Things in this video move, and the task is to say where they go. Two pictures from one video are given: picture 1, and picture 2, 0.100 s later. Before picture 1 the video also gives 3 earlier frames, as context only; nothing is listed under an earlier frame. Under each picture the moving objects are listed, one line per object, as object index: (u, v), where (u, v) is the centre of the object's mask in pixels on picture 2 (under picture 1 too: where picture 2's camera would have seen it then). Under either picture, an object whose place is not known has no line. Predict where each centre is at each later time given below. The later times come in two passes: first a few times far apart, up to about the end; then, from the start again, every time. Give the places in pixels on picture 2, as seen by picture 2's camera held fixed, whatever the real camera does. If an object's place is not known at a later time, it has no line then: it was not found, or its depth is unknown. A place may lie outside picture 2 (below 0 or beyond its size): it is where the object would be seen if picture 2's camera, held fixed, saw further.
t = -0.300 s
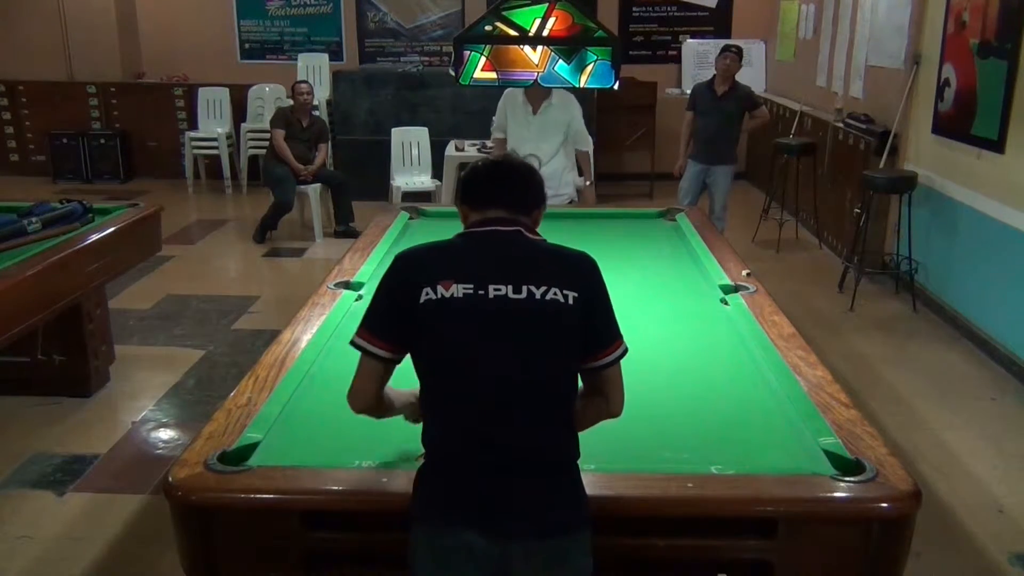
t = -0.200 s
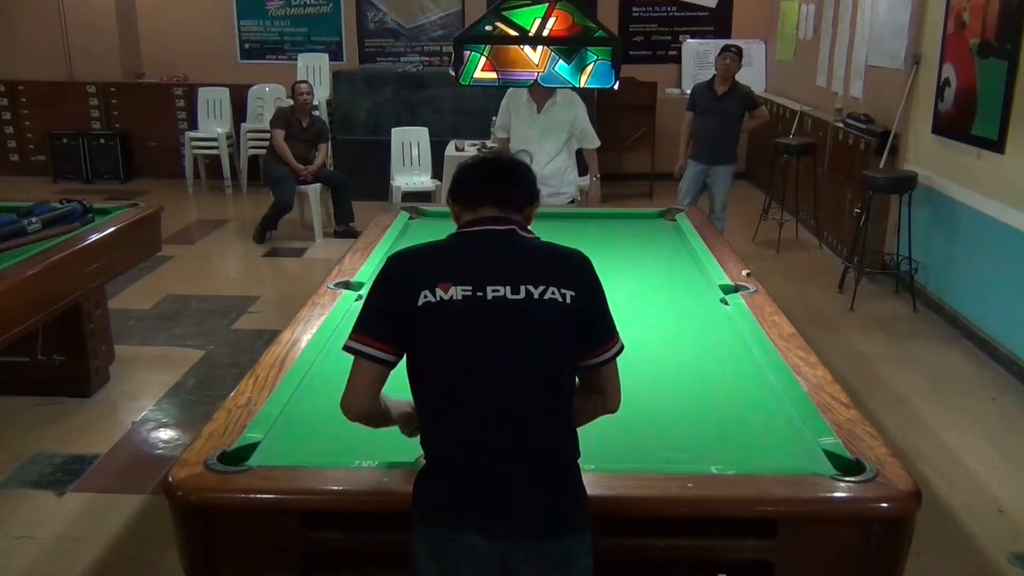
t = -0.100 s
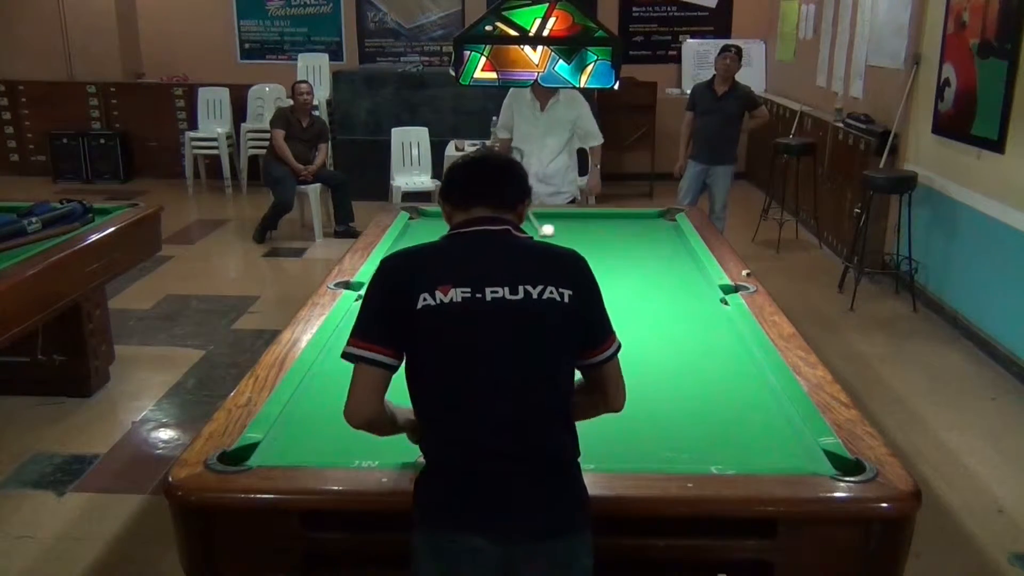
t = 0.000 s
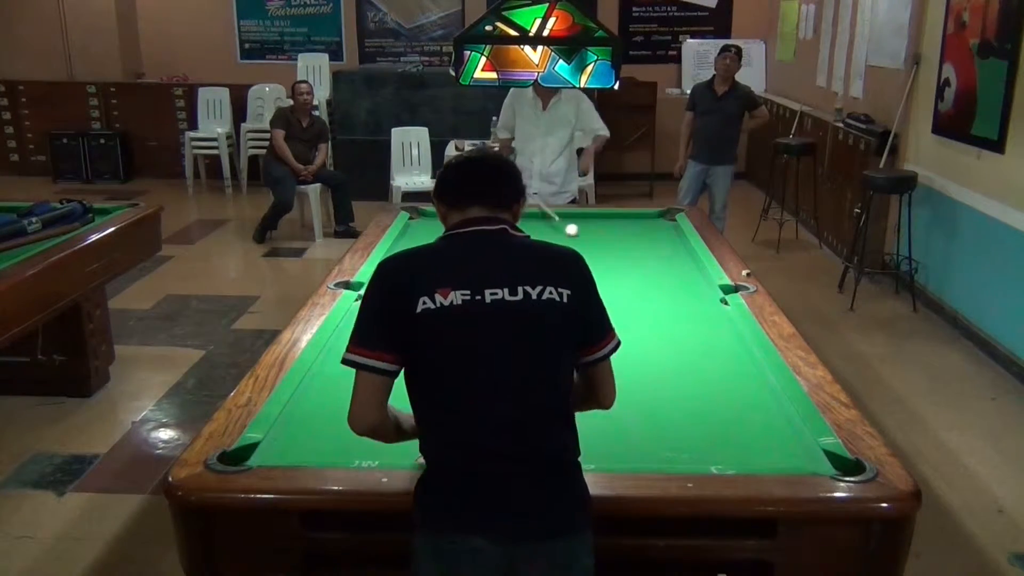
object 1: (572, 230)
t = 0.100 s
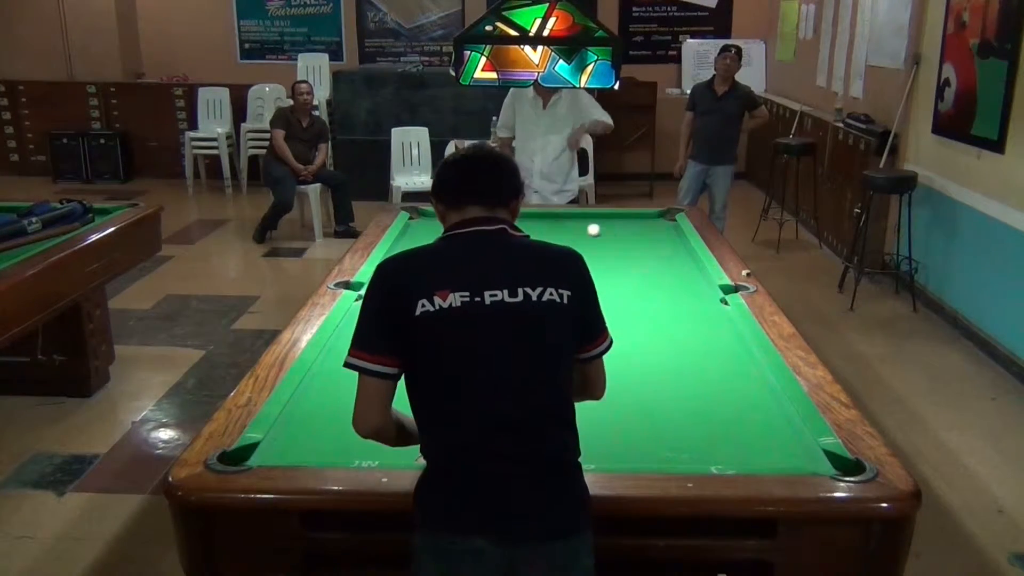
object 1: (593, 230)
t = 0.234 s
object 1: (623, 229)
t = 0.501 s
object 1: (674, 228)
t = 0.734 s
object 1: (647, 228)
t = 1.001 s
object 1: (619, 227)
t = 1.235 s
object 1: (596, 226)
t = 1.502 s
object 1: (571, 226)
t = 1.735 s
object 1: (551, 225)
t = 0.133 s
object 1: (601, 229)
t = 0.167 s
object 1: (608, 229)
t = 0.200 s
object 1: (615, 229)
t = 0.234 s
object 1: (623, 229)
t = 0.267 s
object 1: (630, 229)
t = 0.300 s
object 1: (637, 229)
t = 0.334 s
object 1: (644, 229)
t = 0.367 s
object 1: (651, 229)
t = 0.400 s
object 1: (659, 229)
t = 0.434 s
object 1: (666, 229)
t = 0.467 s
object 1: (672, 229)
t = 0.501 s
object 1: (674, 228)
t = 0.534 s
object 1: (669, 228)
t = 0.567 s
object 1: (666, 228)
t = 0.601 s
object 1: (662, 228)
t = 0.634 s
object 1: (658, 228)
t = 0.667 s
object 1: (655, 228)
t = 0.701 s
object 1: (651, 228)
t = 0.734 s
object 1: (647, 228)
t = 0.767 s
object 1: (644, 228)
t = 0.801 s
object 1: (640, 228)
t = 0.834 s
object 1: (637, 227)
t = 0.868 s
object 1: (633, 227)
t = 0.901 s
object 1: (629, 227)
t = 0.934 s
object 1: (626, 227)
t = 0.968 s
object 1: (623, 227)
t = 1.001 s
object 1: (619, 227)
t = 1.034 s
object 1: (616, 227)
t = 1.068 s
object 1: (613, 227)
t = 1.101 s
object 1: (609, 227)
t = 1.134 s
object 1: (606, 227)
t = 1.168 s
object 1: (603, 227)
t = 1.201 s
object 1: (599, 227)
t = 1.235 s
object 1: (596, 226)
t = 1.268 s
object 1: (593, 226)
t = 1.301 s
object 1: (590, 226)
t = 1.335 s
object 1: (587, 226)
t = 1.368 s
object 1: (584, 226)
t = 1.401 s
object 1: (580, 226)
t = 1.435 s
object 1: (577, 226)
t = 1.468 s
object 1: (574, 226)
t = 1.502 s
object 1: (571, 226)
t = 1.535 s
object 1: (568, 226)
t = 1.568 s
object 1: (565, 225)
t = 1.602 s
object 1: (562, 225)
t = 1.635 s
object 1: (559, 225)
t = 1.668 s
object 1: (556, 225)
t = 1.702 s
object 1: (554, 225)
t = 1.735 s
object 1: (551, 225)
